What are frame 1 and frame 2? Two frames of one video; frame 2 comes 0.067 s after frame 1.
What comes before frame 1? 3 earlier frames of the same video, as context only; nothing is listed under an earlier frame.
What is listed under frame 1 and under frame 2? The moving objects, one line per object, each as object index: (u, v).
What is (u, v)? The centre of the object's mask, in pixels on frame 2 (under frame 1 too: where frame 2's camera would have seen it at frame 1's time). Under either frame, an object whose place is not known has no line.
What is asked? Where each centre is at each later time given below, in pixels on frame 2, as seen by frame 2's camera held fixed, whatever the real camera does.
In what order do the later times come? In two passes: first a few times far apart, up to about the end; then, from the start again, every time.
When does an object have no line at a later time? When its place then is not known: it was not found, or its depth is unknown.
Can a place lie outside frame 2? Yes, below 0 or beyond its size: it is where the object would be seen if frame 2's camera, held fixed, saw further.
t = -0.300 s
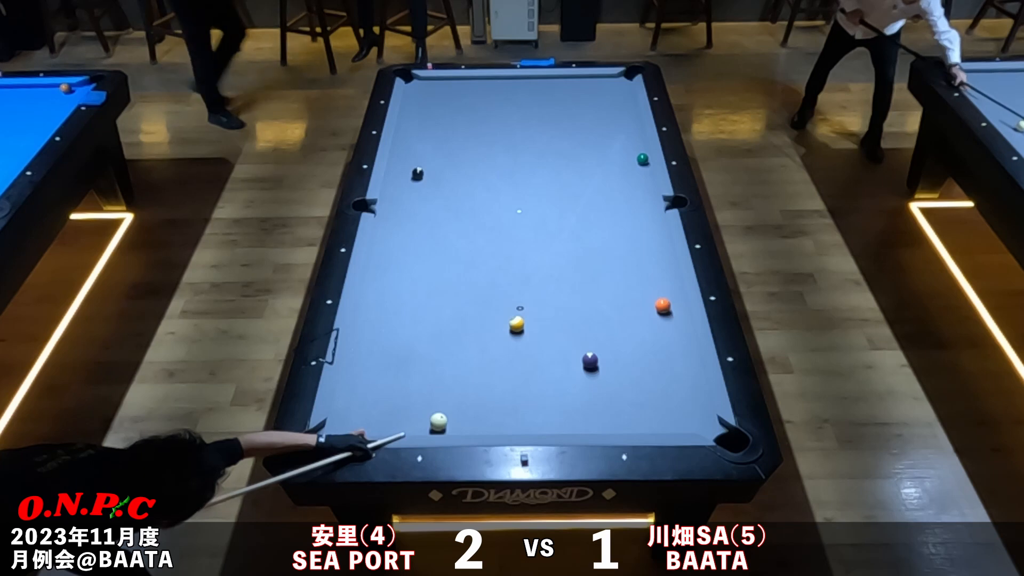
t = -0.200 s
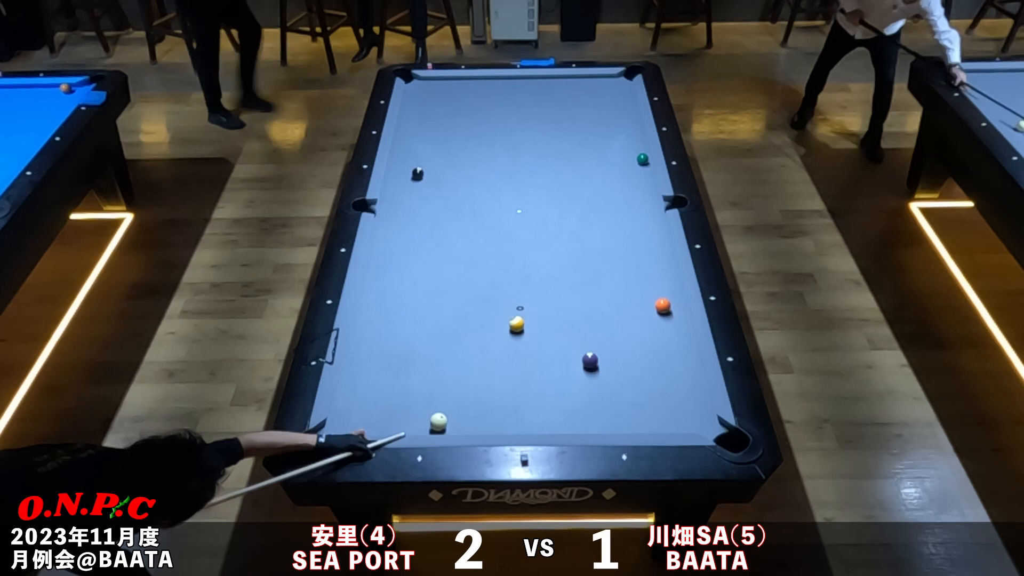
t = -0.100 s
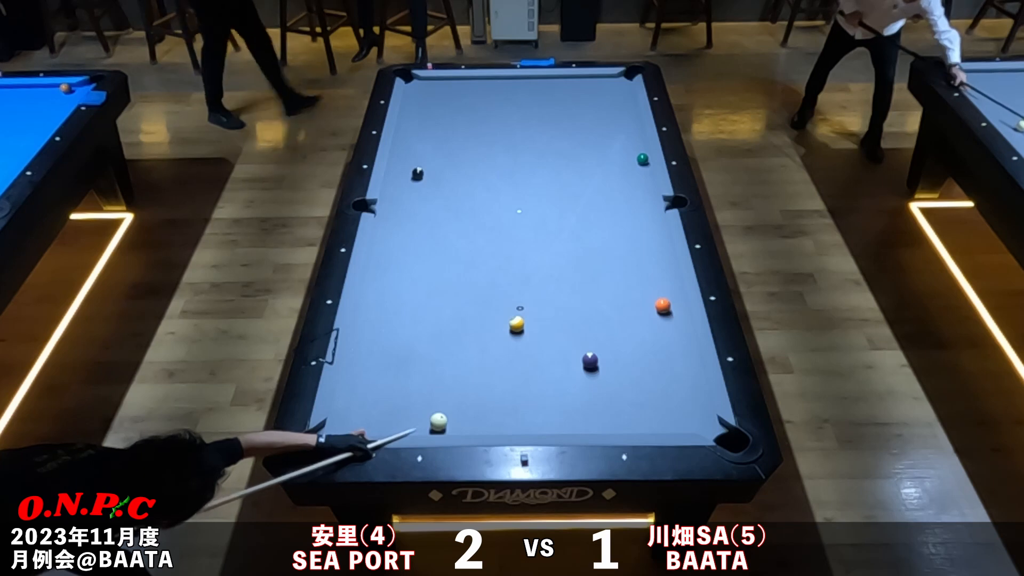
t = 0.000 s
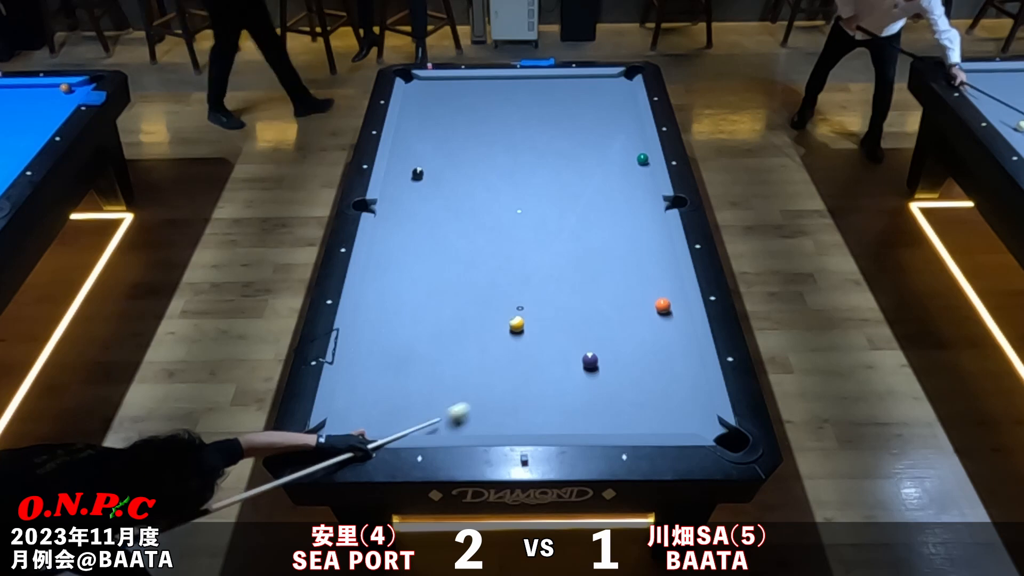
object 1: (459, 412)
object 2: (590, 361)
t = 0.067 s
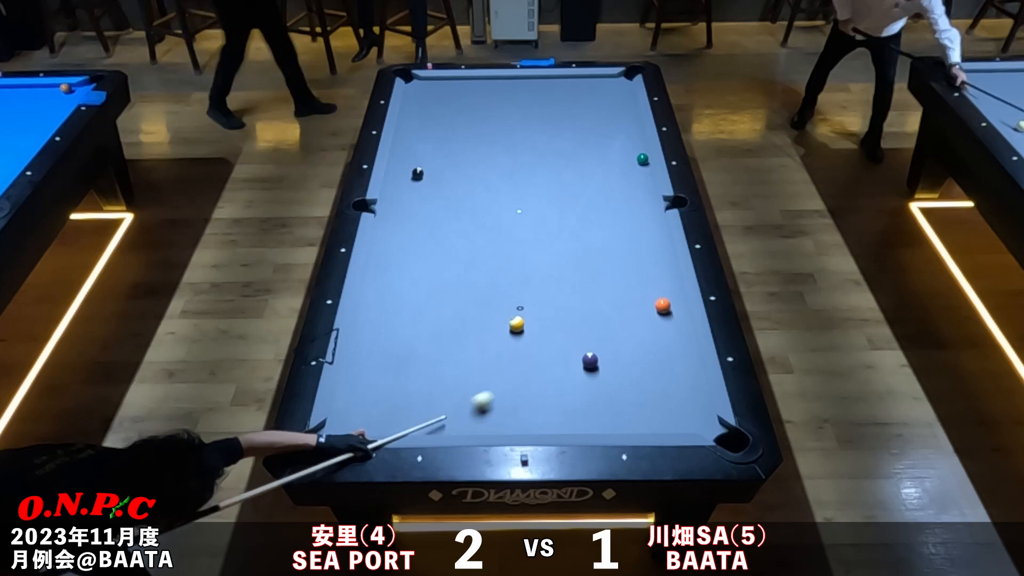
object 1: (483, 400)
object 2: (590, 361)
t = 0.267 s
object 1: (545, 370)
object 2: (590, 361)
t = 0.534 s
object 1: (590, 330)
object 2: (619, 366)
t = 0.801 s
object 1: (616, 292)
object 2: (659, 372)
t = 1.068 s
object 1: (639, 259)
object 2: (698, 378)
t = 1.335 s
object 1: (659, 230)
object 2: (680, 381)
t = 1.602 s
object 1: (648, 211)
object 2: (662, 384)
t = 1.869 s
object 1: (632, 195)
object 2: (647, 387)
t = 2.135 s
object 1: (618, 181)
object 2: (633, 389)
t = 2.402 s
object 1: (605, 167)
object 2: (621, 391)
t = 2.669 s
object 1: (594, 156)
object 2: (611, 393)
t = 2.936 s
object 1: (583, 145)
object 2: (603, 394)
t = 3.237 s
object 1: (573, 135)
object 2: (596, 395)
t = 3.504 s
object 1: (564, 126)
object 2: (591, 396)
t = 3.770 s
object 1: (557, 118)
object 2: (589, 396)
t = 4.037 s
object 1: (550, 112)
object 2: (588, 398)
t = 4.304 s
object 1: (544, 105)
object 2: (588, 398)
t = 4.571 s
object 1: (539, 100)
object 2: (588, 398)
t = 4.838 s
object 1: (534, 95)
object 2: (588, 398)
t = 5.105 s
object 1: (530, 91)
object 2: (588, 398)
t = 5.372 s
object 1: (526, 87)
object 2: (588, 398)
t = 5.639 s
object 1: (524, 84)
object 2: (588, 398)
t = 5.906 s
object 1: (521, 81)
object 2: (588, 398)
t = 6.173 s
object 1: (519, 79)
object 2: (588, 398)
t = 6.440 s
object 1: (518, 79)
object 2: (588, 397)
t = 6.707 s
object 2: (588, 397)
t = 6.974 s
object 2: (588, 397)
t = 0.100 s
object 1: (493, 395)
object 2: (590, 361)
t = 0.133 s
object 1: (504, 390)
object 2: (590, 361)
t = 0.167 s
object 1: (515, 385)
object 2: (590, 361)
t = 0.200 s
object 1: (525, 380)
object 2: (590, 361)
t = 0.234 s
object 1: (535, 375)
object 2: (590, 361)
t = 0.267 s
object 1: (545, 370)
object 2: (590, 361)
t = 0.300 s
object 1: (556, 365)
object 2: (590, 361)
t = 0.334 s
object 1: (565, 361)
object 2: (590, 361)
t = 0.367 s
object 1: (574, 356)
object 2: (591, 362)
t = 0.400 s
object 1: (577, 351)
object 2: (598, 362)
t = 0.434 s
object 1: (580, 346)
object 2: (604, 363)
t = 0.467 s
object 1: (584, 340)
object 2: (609, 365)
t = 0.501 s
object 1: (587, 335)
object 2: (614, 366)
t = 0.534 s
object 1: (590, 330)
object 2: (619, 366)
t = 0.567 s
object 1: (594, 325)
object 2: (624, 367)
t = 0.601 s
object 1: (597, 320)
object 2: (629, 368)
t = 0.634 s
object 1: (601, 315)
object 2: (634, 368)
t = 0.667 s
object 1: (604, 310)
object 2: (639, 369)
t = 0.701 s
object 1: (607, 306)
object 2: (645, 370)
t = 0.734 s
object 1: (610, 301)
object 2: (649, 371)
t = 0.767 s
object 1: (613, 296)
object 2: (654, 371)
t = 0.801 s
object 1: (616, 292)
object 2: (659, 372)
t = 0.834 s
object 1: (619, 288)
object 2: (664, 373)
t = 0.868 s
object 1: (622, 283)
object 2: (669, 374)
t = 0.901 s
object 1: (625, 279)
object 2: (674, 375)
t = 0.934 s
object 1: (628, 275)
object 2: (679, 376)
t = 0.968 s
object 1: (631, 271)
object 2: (683, 376)
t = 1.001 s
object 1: (633, 267)
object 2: (688, 376)
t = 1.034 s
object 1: (636, 263)
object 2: (692, 377)
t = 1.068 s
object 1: (639, 259)
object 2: (698, 378)
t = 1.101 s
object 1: (642, 256)
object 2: (697, 379)
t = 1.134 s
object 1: (644, 252)
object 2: (694, 379)
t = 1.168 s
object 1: (647, 248)
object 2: (692, 379)
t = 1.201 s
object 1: (649, 245)
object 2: (689, 380)
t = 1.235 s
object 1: (652, 241)
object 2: (687, 380)
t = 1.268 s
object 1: (654, 237)
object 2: (684, 381)
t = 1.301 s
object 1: (657, 234)
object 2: (682, 381)
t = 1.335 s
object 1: (659, 230)
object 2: (680, 381)
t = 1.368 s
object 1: (662, 227)
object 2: (678, 381)
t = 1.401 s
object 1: (660, 224)
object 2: (675, 382)
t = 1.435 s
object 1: (658, 222)
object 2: (673, 382)
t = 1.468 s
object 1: (656, 220)
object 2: (671, 383)
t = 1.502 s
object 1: (654, 218)
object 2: (669, 383)
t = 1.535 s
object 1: (652, 215)
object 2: (667, 383)
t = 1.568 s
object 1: (650, 213)
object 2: (665, 384)
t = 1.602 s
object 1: (648, 211)
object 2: (662, 384)
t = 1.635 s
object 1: (646, 209)
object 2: (660, 384)
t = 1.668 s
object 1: (644, 207)
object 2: (659, 385)
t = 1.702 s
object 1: (642, 205)
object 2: (657, 385)
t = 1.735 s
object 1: (640, 203)
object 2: (655, 385)
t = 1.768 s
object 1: (638, 201)
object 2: (653, 386)
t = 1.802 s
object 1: (636, 199)
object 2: (651, 386)
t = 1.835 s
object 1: (634, 197)
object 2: (649, 386)
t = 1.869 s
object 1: (632, 195)
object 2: (647, 387)
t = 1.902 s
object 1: (630, 193)
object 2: (645, 387)
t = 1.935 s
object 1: (628, 192)
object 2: (644, 387)
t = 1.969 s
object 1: (626, 189)
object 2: (642, 388)
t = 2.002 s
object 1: (625, 188)
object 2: (640, 388)
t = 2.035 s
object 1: (623, 186)
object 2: (638, 388)
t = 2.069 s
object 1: (621, 184)
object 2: (636, 388)
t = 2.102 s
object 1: (619, 182)
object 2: (635, 389)
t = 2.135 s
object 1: (618, 181)
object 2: (633, 389)
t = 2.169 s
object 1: (616, 179)
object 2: (631, 389)
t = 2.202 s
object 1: (614, 177)
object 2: (630, 390)
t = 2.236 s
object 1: (613, 176)
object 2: (628, 390)
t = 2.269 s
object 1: (611, 174)
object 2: (627, 390)
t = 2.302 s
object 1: (609, 172)
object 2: (625, 390)
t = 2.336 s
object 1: (608, 171)
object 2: (624, 390)
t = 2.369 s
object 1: (607, 169)
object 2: (622, 391)
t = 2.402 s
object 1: (605, 167)
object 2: (621, 391)
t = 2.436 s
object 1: (603, 166)
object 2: (620, 391)
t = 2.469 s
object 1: (602, 165)
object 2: (618, 391)
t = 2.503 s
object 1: (601, 163)
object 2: (617, 391)
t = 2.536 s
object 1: (599, 162)
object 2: (616, 392)
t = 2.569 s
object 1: (598, 160)
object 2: (615, 392)
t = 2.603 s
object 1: (596, 159)
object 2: (613, 392)
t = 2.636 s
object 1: (595, 157)
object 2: (612, 392)
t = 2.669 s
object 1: (594, 156)
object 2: (611, 393)
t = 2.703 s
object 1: (592, 154)
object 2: (610, 393)
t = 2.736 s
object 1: (591, 153)
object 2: (609, 393)
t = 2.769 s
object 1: (590, 152)
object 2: (608, 393)
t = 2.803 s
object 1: (588, 150)
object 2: (607, 393)
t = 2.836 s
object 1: (587, 149)
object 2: (606, 393)
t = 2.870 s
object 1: (586, 148)
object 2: (605, 393)
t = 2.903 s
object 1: (584, 146)
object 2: (604, 394)
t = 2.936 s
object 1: (583, 145)
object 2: (603, 394)
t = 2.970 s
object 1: (582, 144)
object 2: (602, 394)
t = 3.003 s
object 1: (581, 143)
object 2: (601, 394)
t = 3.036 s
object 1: (580, 142)
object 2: (600, 394)
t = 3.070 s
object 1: (578, 140)
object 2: (599, 395)
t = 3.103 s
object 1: (577, 139)
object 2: (598, 395)
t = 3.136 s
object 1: (576, 138)
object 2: (598, 395)
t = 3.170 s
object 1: (575, 137)
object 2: (597, 395)
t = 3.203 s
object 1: (574, 136)
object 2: (596, 395)
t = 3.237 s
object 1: (573, 135)
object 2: (596, 395)
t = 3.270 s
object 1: (572, 134)
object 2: (595, 395)
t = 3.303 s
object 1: (570, 132)
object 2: (594, 396)
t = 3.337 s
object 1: (569, 131)
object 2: (594, 396)
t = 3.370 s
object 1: (568, 130)
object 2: (593, 396)
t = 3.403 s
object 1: (567, 129)
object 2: (593, 396)
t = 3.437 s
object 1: (566, 128)
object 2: (592, 396)
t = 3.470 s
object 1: (565, 127)
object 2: (592, 396)
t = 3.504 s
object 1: (564, 126)
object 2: (591, 396)
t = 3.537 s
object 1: (563, 125)
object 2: (591, 396)
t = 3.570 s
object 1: (562, 124)
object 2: (590, 396)
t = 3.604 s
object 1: (561, 123)
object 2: (590, 396)
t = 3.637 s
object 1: (560, 122)
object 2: (590, 396)
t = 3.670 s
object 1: (559, 121)
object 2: (589, 397)
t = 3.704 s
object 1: (559, 120)
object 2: (589, 396)
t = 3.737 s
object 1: (558, 119)
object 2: (589, 396)
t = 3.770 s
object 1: (557, 118)
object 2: (589, 396)
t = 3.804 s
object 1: (556, 118)
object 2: (588, 397)
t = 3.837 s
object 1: (555, 117)
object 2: (588, 397)
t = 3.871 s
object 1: (554, 116)
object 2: (588, 397)
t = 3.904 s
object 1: (553, 115)
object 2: (588, 397)
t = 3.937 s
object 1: (552, 114)
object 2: (588, 397)
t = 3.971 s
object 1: (552, 113)
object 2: (588, 397)
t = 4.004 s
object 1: (551, 112)
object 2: (588, 398)
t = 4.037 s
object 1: (550, 112)
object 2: (588, 398)
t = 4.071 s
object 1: (549, 111)
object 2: (587, 398)
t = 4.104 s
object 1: (549, 110)
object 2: (588, 398)
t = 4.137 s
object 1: (548, 109)
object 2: (588, 398)
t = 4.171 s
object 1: (547, 108)
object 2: (588, 398)
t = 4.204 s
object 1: (546, 108)
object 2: (588, 398)
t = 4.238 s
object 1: (545, 107)
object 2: (588, 398)
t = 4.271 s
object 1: (545, 106)
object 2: (588, 398)
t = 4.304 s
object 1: (544, 105)
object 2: (588, 398)
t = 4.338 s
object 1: (543, 105)
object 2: (588, 398)
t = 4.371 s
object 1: (543, 104)
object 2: (588, 398)
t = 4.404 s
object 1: (542, 103)
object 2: (588, 398)
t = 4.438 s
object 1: (541, 103)
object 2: (588, 398)
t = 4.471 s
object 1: (541, 102)
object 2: (588, 398)
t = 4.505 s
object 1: (540, 101)
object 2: (588, 398)
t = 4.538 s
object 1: (539, 100)
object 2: (588, 398)
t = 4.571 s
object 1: (539, 100)
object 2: (588, 398)
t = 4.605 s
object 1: (538, 99)
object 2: (588, 398)
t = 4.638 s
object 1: (537, 98)
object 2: (588, 398)
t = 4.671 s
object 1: (537, 98)
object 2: (588, 398)
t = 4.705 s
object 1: (536, 97)
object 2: (588, 398)
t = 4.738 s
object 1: (536, 97)
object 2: (588, 398)
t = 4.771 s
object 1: (535, 96)
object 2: (588, 398)
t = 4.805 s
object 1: (535, 96)
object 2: (588, 398)
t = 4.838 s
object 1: (534, 95)
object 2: (588, 398)
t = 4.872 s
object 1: (533, 94)
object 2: (588, 398)
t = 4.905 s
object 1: (533, 94)
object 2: (588, 398)
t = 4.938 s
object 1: (532, 93)
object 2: (588, 398)
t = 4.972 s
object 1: (532, 93)
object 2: (588, 398)
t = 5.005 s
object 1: (531, 92)
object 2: (588, 398)
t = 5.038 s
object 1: (531, 92)
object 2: (588, 398)
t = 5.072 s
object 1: (530, 91)
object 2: (588, 398)
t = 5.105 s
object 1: (530, 91)
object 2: (588, 398)
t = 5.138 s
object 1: (530, 90)
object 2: (588, 398)
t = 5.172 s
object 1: (529, 90)
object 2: (588, 398)
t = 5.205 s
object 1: (529, 89)
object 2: (588, 398)
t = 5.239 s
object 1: (528, 89)
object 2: (588, 398)
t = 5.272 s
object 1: (528, 88)
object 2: (588, 398)
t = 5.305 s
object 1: (527, 88)
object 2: (588, 398)
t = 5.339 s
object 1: (527, 87)
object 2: (588, 398)
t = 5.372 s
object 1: (526, 87)
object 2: (588, 398)
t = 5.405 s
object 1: (526, 87)
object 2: (588, 398)
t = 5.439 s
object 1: (526, 86)
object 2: (588, 398)
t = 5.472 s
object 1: (525, 86)
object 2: (588, 398)
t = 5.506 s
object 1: (525, 85)
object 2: (588, 398)
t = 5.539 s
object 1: (525, 85)
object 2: (588, 398)
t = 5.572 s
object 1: (524, 84)
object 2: (588, 398)
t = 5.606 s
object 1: (524, 84)
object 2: (588, 398)
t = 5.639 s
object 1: (524, 84)
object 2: (588, 398)
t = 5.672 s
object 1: (523, 83)
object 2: (588, 398)
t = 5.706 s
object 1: (523, 83)
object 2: (588, 398)
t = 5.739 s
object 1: (523, 83)
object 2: (588, 398)
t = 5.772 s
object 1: (522, 82)
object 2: (588, 398)
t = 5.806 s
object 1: (522, 82)
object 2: (588, 398)
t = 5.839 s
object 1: (522, 82)
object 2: (588, 398)
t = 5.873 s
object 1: (521, 81)
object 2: (588, 398)
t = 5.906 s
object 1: (521, 81)
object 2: (588, 398)
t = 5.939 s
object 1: (521, 81)
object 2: (588, 398)
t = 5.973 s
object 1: (521, 80)
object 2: (588, 398)
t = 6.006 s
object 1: (520, 80)
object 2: (588, 398)
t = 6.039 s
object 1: (520, 80)
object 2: (588, 398)
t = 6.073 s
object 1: (520, 80)
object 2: (588, 398)
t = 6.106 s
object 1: (520, 79)
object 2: (588, 398)
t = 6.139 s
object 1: (519, 79)
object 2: (588, 398)
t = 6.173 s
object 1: (519, 79)
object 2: (588, 398)
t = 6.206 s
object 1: (519, 78)
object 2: (588, 398)
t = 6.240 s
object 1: (518, 78)
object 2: (588, 398)
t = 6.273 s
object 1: (518, 78)
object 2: (588, 398)
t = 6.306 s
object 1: (518, 78)
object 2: (588, 398)
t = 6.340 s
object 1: (518, 78)
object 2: (588, 398)
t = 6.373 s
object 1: (518, 79)
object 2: (588, 398)
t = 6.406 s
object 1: (518, 79)
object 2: (588, 398)
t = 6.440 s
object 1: (518, 79)
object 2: (588, 397)
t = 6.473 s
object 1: (517, 79)
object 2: (588, 397)
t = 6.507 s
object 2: (588, 397)
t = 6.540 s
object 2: (588, 397)
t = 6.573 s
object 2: (588, 397)
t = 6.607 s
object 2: (588, 397)
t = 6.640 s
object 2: (588, 397)
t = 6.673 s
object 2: (588, 397)
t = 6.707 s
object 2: (588, 397)
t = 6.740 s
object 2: (588, 397)
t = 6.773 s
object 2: (588, 397)
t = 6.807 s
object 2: (588, 397)
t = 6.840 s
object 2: (588, 397)
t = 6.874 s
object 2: (588, 397)
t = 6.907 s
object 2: (588, 397)
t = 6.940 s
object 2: (588, 397)
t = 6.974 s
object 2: (588, 397)
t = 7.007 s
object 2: (588, 397)
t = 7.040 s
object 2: (588, 397)
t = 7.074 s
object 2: (588, 397)
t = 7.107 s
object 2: (588, 397)
